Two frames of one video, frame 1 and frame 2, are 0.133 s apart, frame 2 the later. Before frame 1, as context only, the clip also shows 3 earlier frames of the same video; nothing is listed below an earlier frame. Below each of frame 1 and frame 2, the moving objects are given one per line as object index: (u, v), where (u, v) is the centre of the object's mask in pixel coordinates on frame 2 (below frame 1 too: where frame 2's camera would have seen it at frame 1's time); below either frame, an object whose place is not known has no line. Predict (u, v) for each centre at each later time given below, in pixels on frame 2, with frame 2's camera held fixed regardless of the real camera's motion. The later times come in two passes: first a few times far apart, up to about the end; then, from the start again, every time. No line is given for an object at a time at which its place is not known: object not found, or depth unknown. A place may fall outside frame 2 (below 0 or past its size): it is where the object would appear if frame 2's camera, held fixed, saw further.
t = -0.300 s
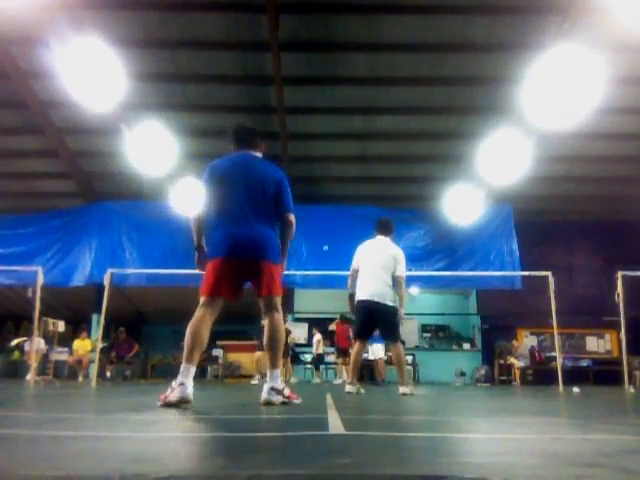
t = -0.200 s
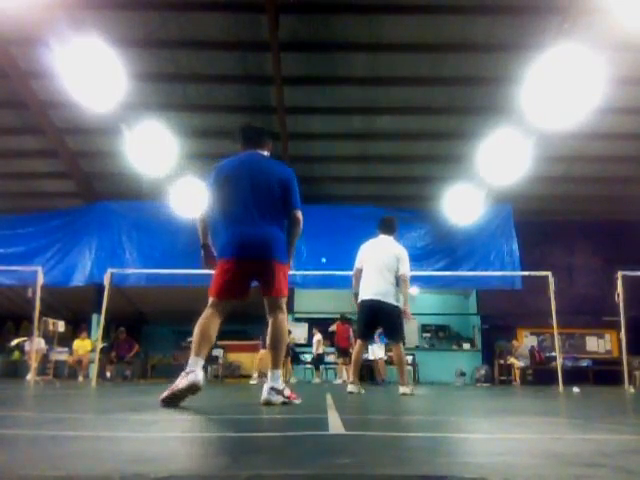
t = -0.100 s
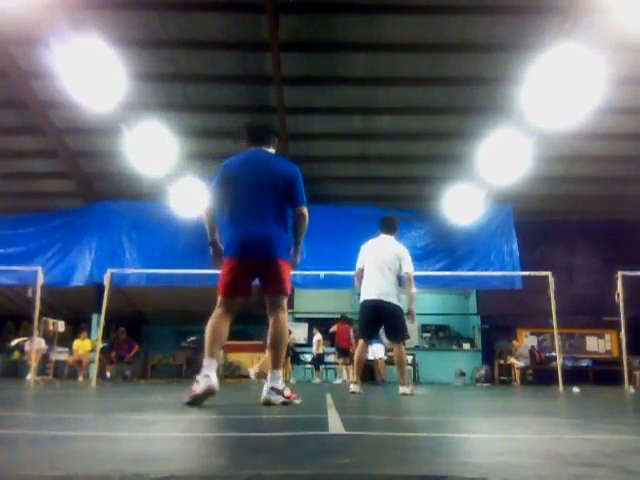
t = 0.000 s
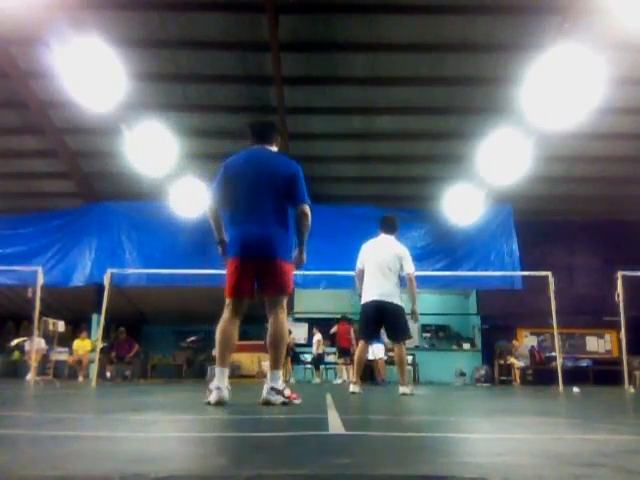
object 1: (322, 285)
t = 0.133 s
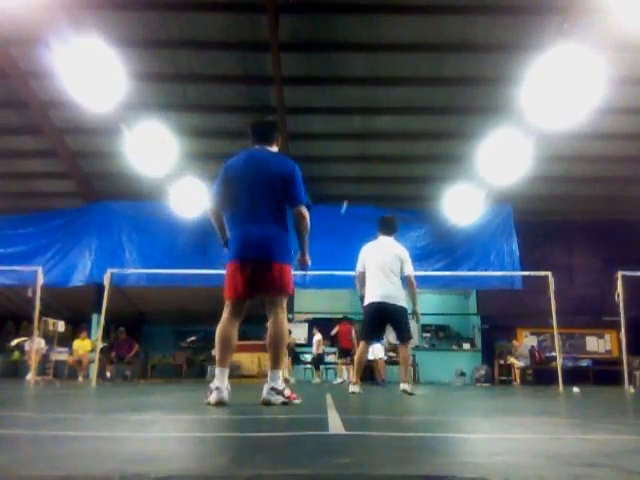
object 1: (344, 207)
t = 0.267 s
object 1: (361, 149)
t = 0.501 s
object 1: (389, 79)
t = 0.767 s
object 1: (418, 43)
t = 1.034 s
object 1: (445, 55)
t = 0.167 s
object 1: (348, 191)
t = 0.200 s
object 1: (352, 175)
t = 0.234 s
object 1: (357, 163)
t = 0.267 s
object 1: (361, 149)
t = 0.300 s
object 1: (365, 137)
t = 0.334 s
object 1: (369, 126)
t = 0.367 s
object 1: (374, 114)
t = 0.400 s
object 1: (377, 105)
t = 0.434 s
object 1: (381, 96)
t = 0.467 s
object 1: (385, 87)
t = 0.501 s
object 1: (389, 79)
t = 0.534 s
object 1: (393, 73)
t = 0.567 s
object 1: (396, 66)
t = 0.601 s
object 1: (400, 61)
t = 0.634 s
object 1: (404, 56)
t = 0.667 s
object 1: (407, 51)
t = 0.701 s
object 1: (411, 48)
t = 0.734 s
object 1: (414, 45)
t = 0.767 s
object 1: (418, 43)
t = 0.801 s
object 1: (421, 41)
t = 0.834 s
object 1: (425, 41)
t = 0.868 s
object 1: (428, 41)
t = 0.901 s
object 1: (431, 42)
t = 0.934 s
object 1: (435, 44)
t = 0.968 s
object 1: (438, 47)
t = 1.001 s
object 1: (442, 50)
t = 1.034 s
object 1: (445, 55)
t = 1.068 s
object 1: (448, 61)
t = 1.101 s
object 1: (452, 67)
